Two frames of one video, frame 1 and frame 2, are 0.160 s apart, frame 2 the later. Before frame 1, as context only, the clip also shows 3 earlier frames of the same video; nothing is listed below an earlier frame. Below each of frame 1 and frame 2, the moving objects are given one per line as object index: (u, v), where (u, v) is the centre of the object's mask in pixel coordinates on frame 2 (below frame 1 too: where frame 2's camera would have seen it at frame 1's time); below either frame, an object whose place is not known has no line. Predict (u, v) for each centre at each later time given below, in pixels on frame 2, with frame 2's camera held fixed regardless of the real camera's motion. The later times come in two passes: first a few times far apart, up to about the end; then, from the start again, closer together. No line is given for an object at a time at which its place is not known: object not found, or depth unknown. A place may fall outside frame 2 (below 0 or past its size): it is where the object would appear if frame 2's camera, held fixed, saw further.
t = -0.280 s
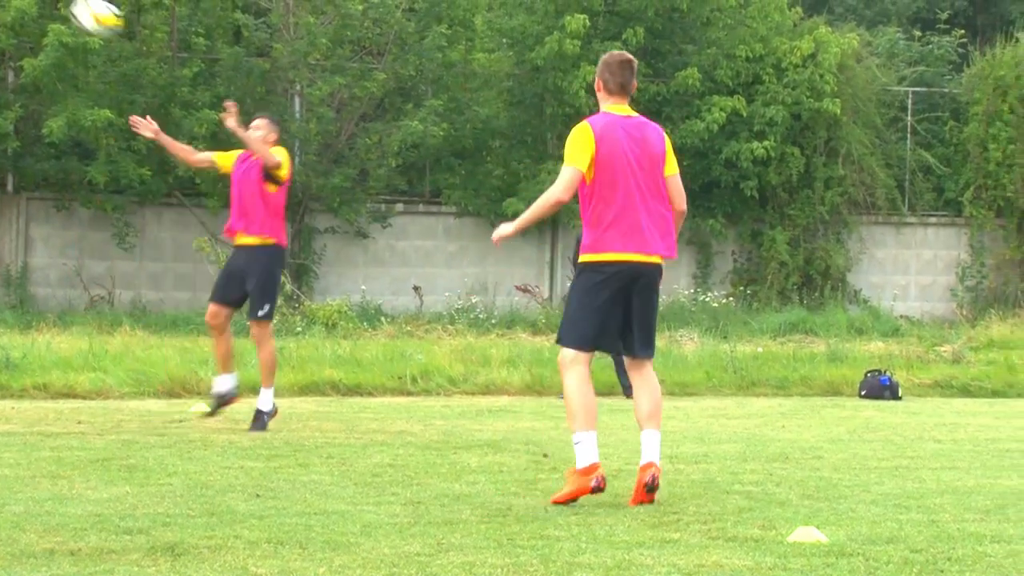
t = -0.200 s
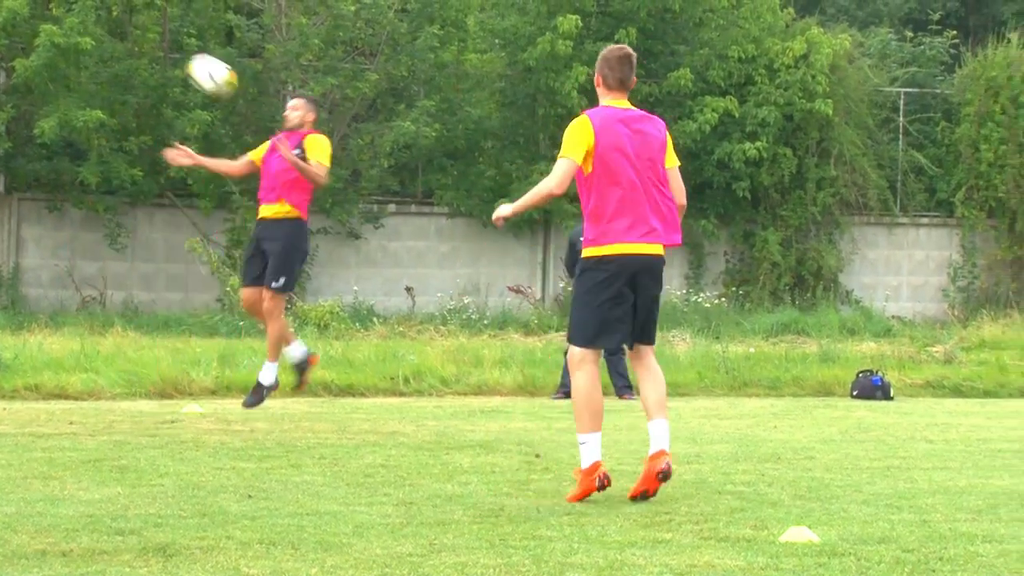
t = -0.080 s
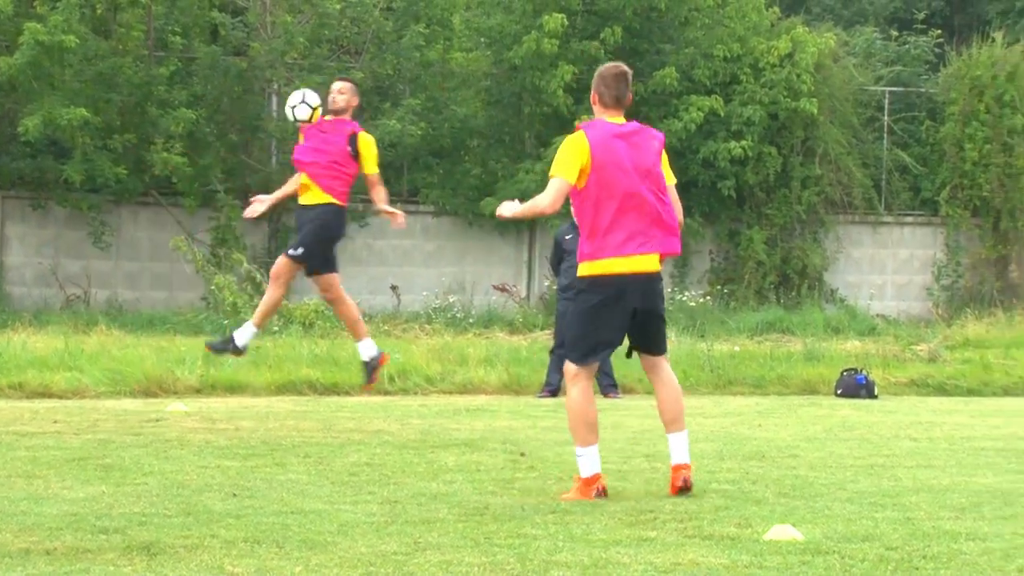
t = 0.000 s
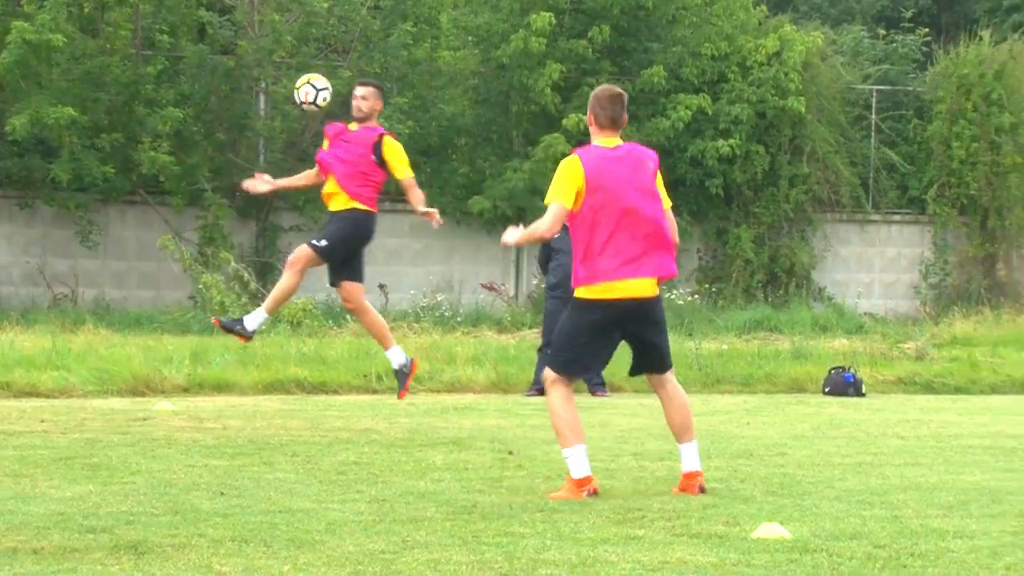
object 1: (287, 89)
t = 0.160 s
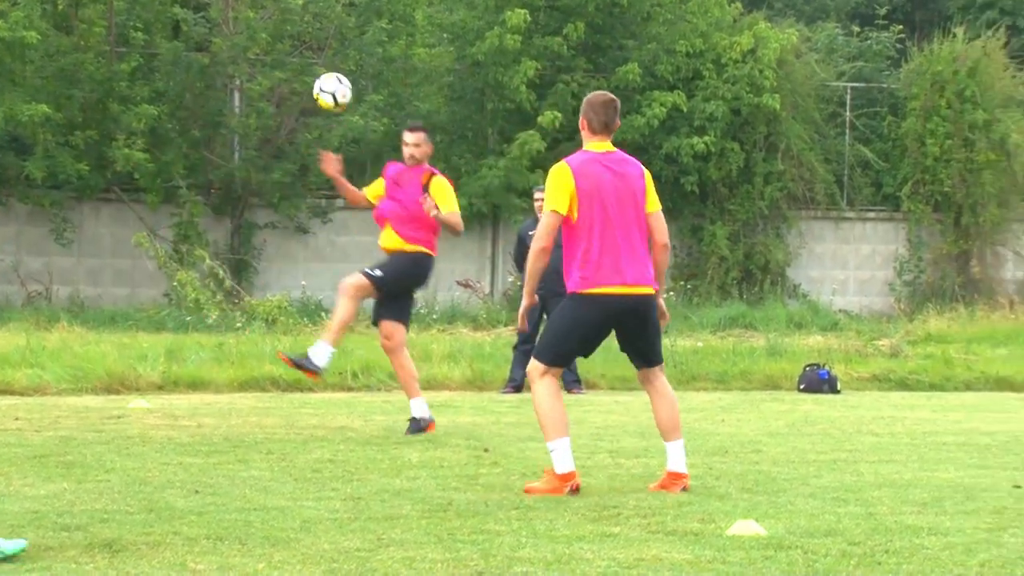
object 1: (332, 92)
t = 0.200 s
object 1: (344, 99)
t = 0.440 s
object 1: (416, 211)
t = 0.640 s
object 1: (483, 402)
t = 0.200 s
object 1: (344, 99)
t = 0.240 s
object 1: (355, 109)
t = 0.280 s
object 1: (368, 124)
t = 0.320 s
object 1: (380, 141)
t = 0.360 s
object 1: (391, 161)
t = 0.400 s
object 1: (404, 185)
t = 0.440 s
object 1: (416, 211)
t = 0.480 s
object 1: (429, 241)
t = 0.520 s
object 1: (442, 275)
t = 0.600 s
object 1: (469, 355)
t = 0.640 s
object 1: (483, 402)
